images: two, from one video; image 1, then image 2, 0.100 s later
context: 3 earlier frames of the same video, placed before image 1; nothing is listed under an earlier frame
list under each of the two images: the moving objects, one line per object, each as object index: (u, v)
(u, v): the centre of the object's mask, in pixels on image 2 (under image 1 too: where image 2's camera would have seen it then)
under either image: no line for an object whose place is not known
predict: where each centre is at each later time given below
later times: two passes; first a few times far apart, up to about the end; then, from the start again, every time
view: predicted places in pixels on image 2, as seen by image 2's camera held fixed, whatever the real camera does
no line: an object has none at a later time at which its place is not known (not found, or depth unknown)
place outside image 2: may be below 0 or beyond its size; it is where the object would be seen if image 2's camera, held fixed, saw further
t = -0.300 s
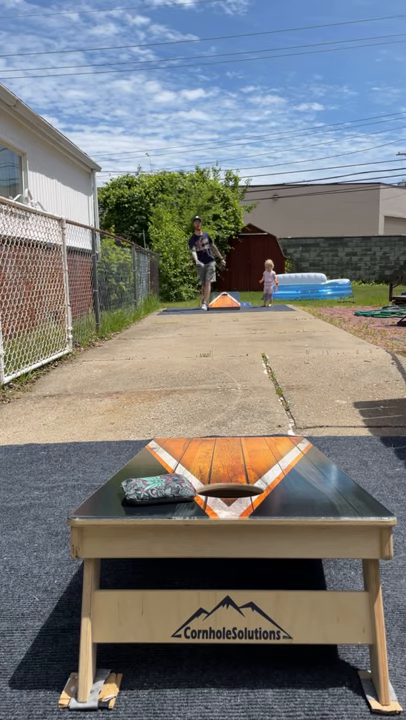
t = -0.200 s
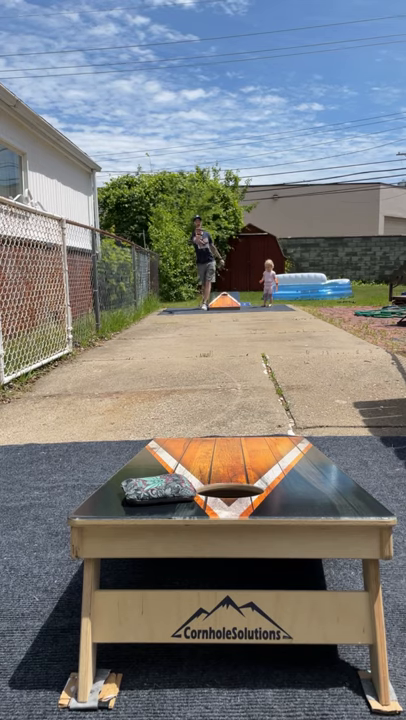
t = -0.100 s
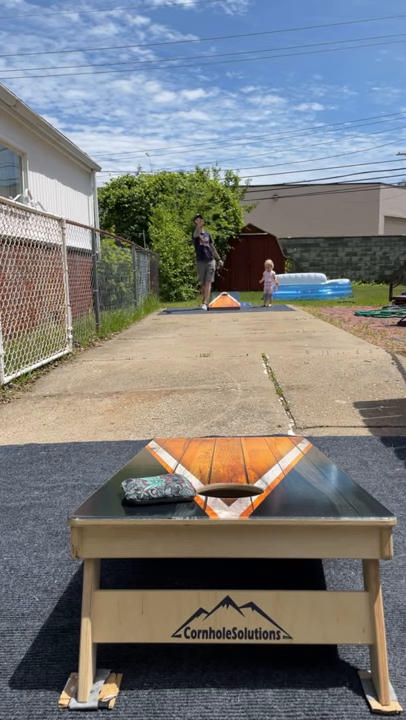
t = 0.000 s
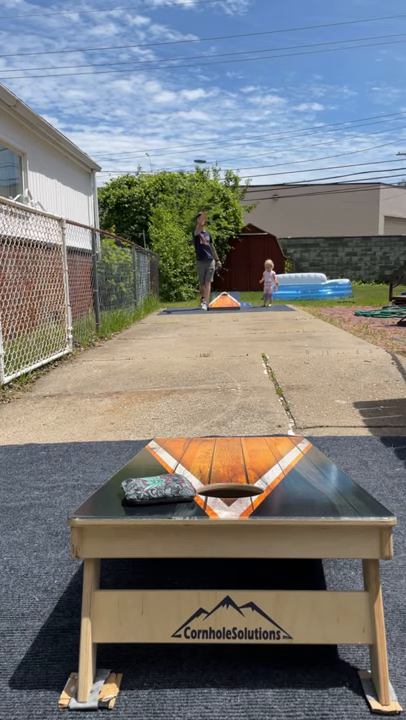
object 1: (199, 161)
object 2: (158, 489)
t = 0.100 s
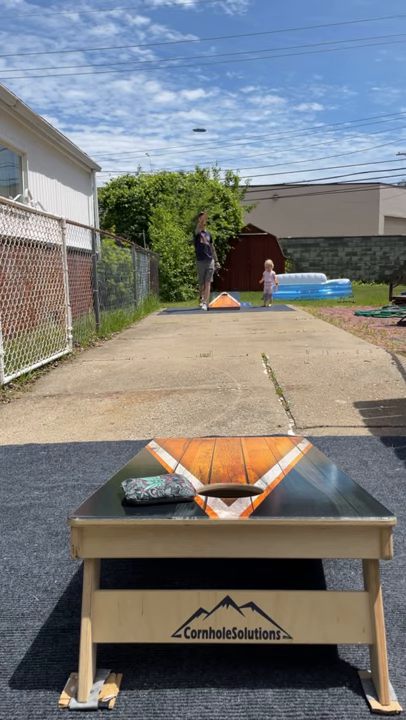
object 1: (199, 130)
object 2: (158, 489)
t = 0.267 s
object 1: (199, 85)
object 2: (158, 489)
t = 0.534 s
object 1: (197, 46)
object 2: (158, 489)
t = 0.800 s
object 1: (196, 94)
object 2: (158, 489)
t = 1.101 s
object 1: (200, 450)
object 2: (158, 489)
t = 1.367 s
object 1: (188, 476)
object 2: (155, 488)
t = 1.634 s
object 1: (197, 482)
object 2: (148, 492)
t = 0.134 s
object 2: (158, 489)
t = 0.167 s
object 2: (158, 489)
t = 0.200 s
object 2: (158, 489)
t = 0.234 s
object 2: (158, 489)
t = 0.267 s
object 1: (199, 85)
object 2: (158, 489)
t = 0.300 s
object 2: (158, 489)
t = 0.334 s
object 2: (158, 489)
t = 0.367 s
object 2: (158, 489)
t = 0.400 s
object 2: (158, 489)
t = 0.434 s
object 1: (197, 54)
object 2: (158, 489)
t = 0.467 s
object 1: (197, 51)
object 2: (158, 489)
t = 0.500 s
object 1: (197, 48)
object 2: (158, 489)
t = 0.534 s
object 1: (197, 46)
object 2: (158, 489)
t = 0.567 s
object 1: (196, 46)
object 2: (158, 489)
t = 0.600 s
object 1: (196, 47)
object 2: (158, 489)
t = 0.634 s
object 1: (197, 49)
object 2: (158, 489)
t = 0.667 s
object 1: (197, 53)
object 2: (158, 489)
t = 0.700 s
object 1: (197, 60)
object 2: (158, 489)
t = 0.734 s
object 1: (196, 68)
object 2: (158, 489)
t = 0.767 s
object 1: (196, 80)
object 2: (158, 489)
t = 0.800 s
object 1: (196, 94)
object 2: (158, 489)
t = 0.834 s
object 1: (196, 111)
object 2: (158, 489)
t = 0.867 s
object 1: (195, 133)
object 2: (158, 489)
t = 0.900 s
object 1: (195, 159)
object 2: (158, 489)
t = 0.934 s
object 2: (158, 489)
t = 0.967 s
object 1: (196, 230)
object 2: (158, 489)
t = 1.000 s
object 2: (158, 489)
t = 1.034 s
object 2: (158, 489)
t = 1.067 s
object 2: (158, 489)
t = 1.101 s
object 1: (200, 450)
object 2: (158, 489)
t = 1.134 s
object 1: (197, 450)
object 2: (158, 487)
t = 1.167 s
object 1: (195, 455)
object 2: (158, 489)
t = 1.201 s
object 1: (191, 461)
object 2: (158, 489)
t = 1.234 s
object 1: (190, 467)
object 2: (158, 490)
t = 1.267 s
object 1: (189, 470)
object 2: (158, 490)
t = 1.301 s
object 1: (189, 473)
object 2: (158, 489)
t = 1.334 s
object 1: (193, 476)
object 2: (157, 488)
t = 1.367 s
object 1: (188, 476)
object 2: (155, 488)
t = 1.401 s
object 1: (196, 482)
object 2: (152, 489)
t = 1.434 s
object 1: (197, 484)
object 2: (150, 490)
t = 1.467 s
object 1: (196, 485)
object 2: (148, 491)
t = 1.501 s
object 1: (195, 484)
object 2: (148, 491)
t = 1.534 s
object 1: (194, 484)
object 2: (148, 491)
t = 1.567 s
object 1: (194, 483)
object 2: (148, 492)
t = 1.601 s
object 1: (196, 482)
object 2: (148, 492)
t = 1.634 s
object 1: (197, 482)
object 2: (148, 492)
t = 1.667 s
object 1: (199, 482)
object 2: (148, 492)
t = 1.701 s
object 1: (204, 482)
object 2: (148, 492)
